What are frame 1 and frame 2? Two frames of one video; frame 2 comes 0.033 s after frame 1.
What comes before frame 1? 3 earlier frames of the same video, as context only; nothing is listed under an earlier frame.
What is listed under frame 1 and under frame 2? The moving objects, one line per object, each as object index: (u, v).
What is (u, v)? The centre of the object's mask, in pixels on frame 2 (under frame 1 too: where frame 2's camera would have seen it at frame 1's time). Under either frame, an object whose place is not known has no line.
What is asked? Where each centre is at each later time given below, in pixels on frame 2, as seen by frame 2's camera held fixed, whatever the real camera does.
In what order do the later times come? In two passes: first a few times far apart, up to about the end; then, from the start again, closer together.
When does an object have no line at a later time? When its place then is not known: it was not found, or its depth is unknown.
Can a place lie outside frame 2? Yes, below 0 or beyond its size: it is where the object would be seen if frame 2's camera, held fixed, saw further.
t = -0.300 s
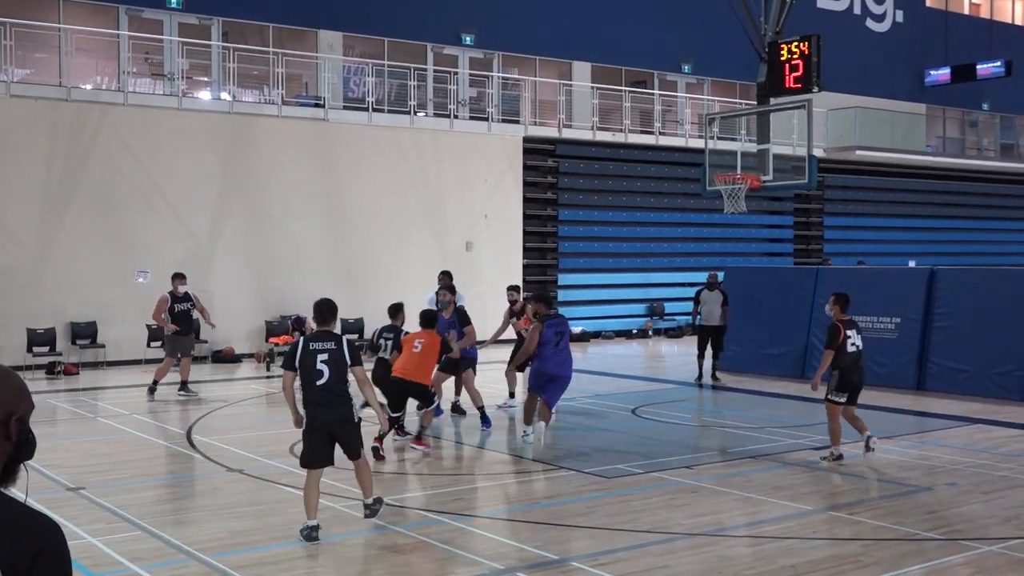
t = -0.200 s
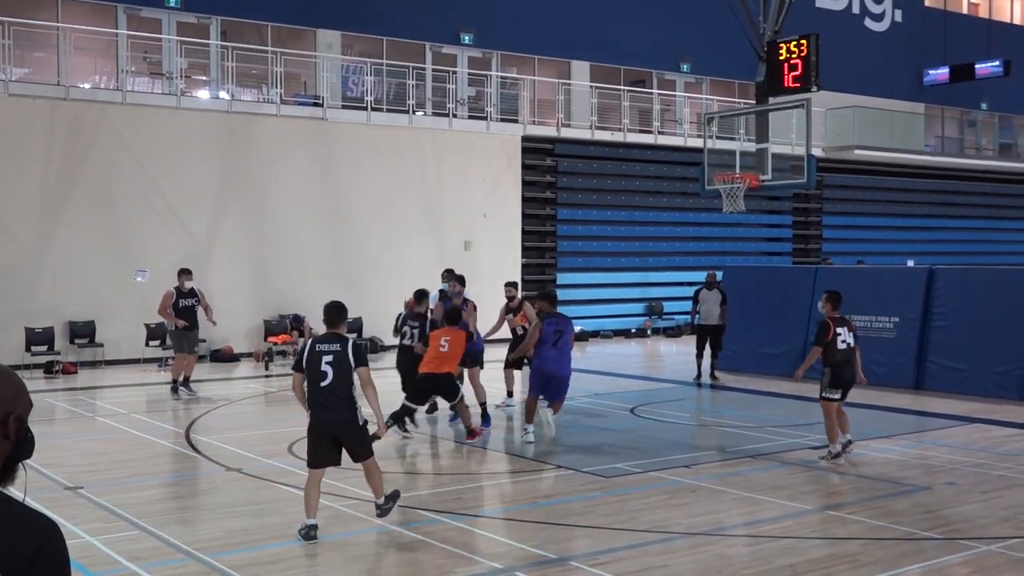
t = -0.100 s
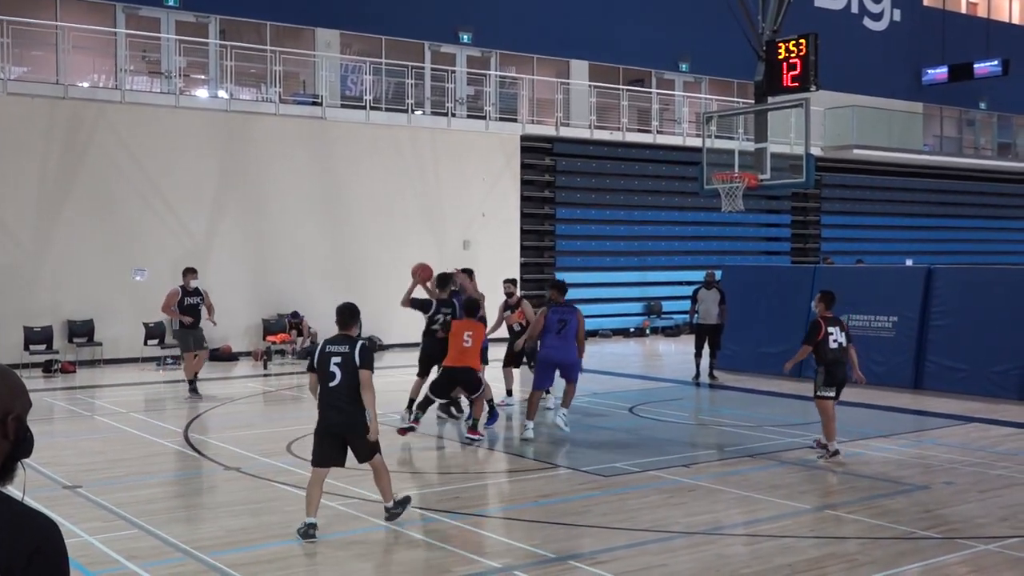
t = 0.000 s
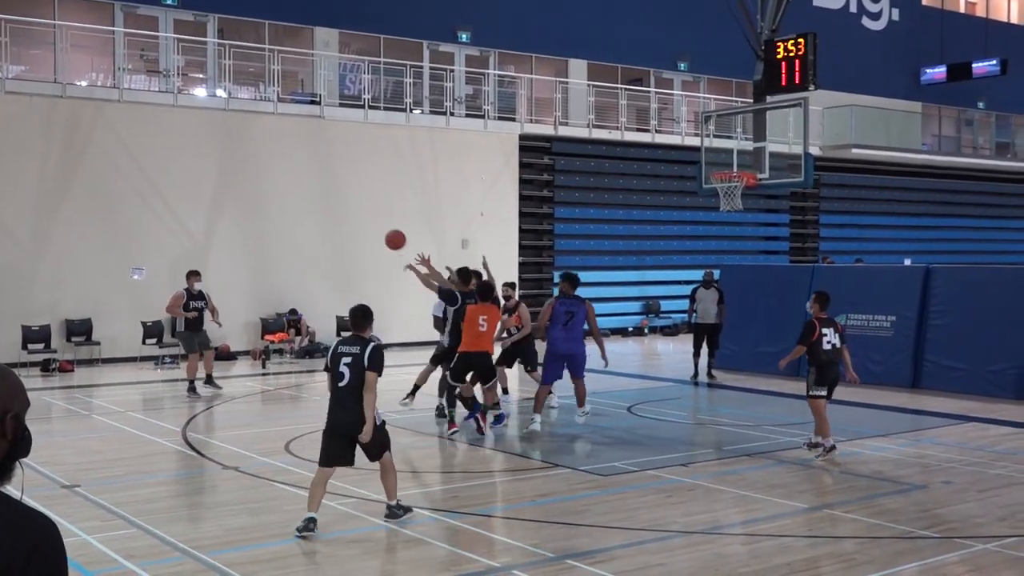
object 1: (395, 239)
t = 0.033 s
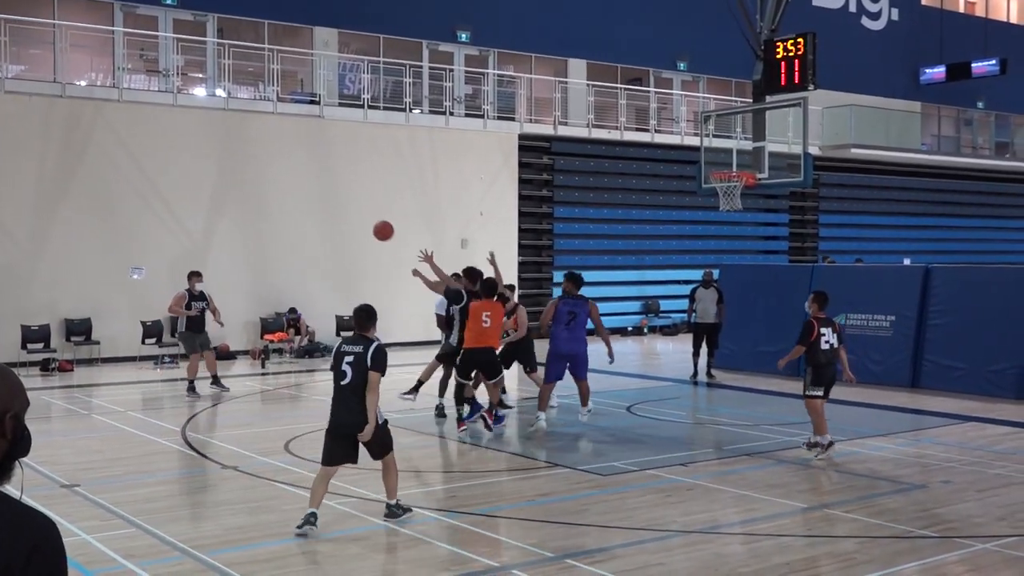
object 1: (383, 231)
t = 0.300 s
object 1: (299, 197)
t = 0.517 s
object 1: (238, 211)
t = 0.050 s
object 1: (377, 227)
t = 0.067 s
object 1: (372, 223)
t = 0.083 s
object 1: (366, 220)
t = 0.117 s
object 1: (355, 214)
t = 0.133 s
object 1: (350, 211)
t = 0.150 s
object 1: (345, 209)
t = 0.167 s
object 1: (339, 206)
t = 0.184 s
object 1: (334, 204)
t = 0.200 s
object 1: (329, 203)
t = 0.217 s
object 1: (324, 201)
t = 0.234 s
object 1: (318, 200)
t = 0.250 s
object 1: (313, 199)
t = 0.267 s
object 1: (308, 198)
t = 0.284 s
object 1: (303, 198)
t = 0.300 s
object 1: (299, 197)
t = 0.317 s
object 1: (294, 197)
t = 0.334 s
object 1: (289, 197)
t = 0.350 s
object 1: (284, 198)
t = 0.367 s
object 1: (279, 198)
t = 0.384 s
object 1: (275, 199)
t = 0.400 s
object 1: (270, 200)
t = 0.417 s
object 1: (265, 201)
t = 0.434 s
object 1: (260, 202)
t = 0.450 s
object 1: (256, 203)
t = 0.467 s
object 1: (252, 205)
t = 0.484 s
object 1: (247, 207)
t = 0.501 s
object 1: (242, 209)
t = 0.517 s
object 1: (238, 211)
